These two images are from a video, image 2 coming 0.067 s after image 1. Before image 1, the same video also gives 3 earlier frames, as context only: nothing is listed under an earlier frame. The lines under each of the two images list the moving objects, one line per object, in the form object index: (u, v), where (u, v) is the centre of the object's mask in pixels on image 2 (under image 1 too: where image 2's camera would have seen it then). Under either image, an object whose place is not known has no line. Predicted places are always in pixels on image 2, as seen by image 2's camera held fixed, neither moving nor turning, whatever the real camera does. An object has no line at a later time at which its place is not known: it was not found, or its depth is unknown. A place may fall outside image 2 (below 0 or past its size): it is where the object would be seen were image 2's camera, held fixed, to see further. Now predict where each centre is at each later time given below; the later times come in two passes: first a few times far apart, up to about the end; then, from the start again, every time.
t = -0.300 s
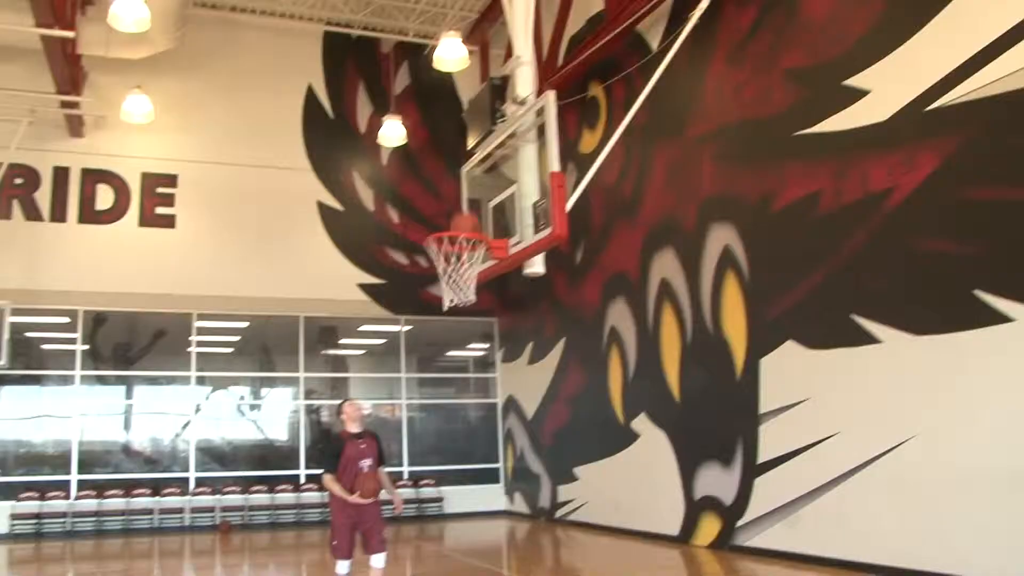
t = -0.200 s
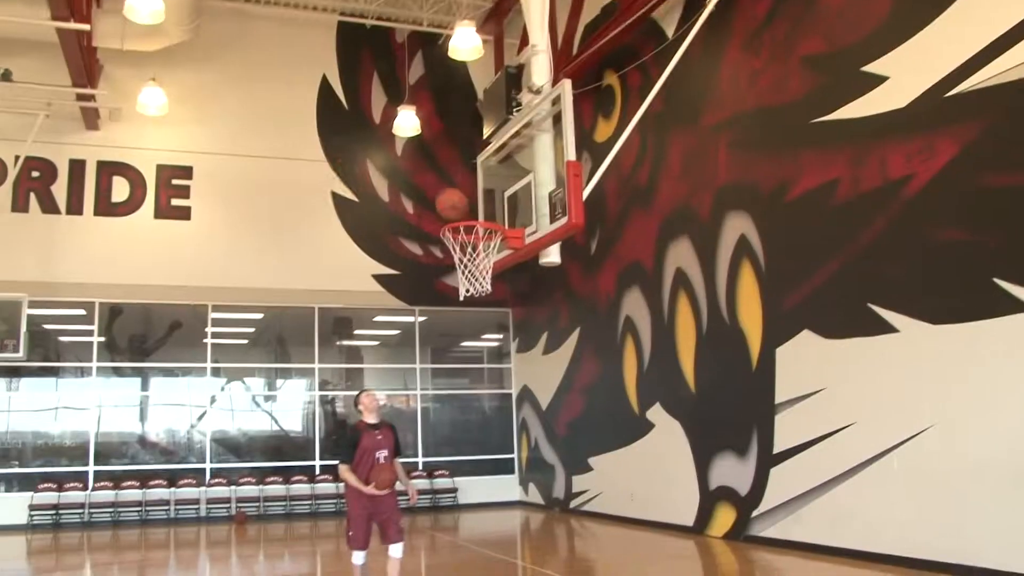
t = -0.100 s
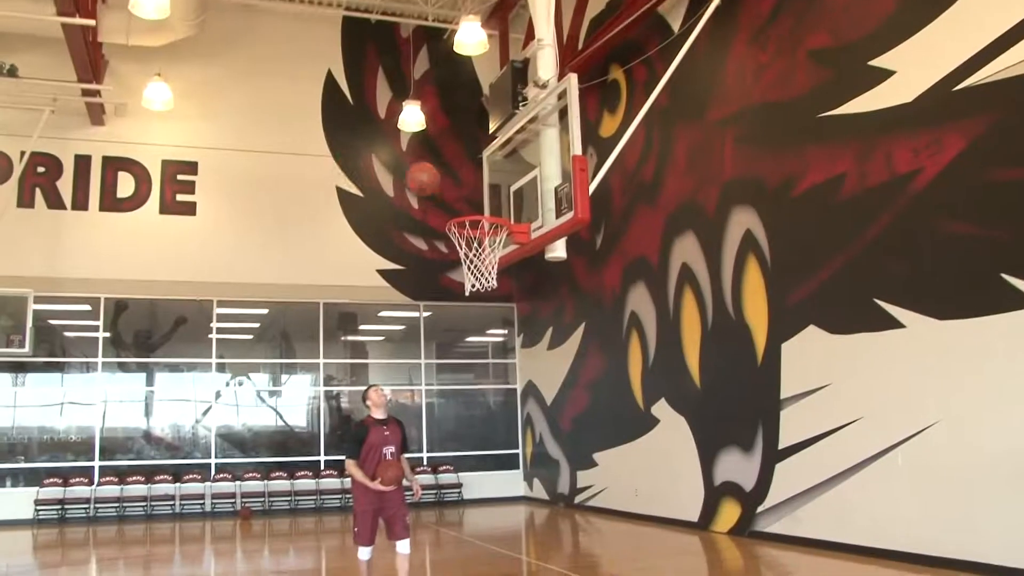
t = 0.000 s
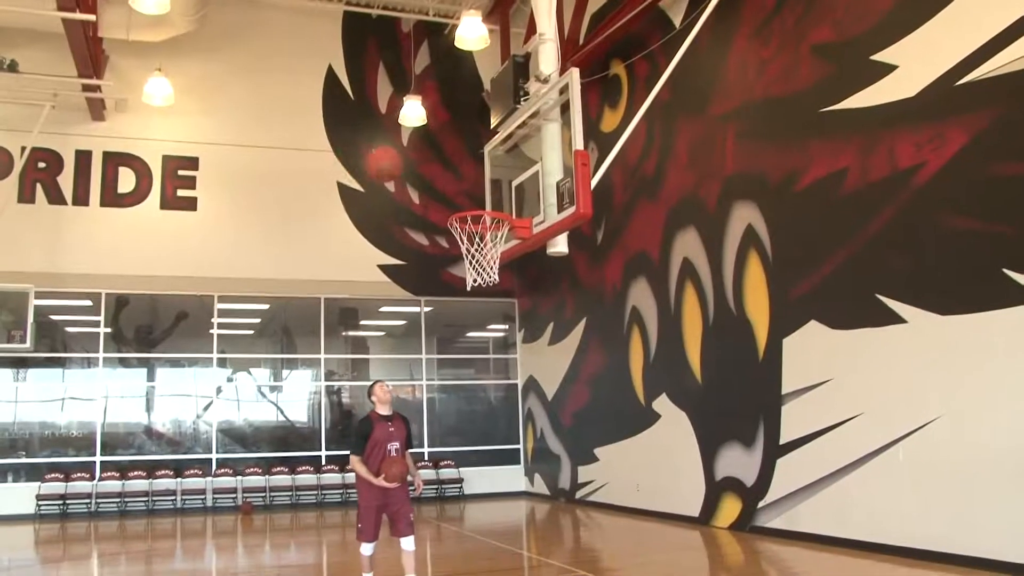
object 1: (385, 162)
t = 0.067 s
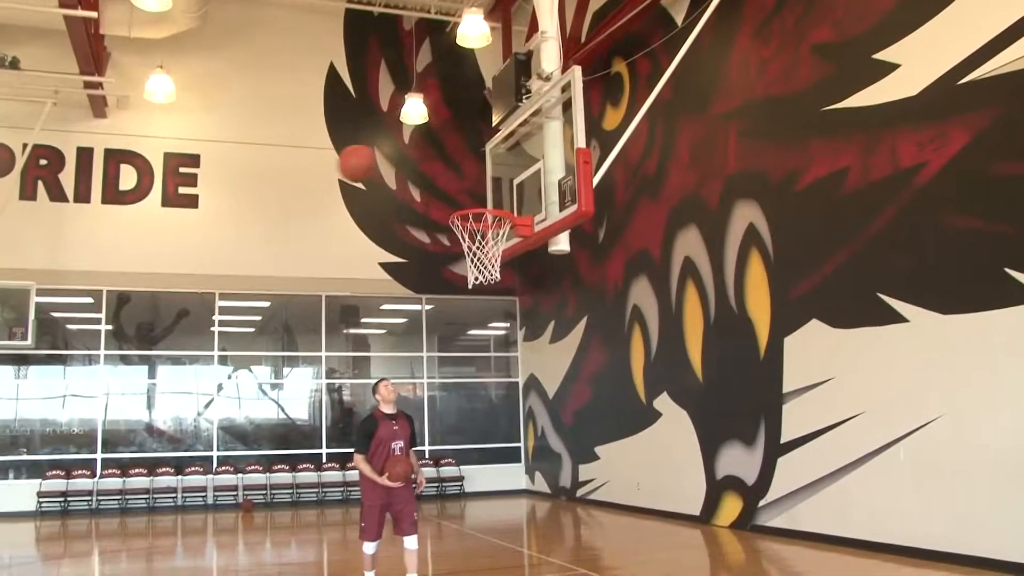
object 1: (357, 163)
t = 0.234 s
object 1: (269, 200)
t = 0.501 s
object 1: (49, 423)
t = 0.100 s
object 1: (341, 166)
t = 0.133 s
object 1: (324, 172)
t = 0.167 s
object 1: (307, 180)
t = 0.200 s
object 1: (288, 189)
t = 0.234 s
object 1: (269, 200)
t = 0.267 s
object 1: (248, 215)
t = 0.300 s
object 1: (226, 233)
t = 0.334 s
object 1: (203, 254)
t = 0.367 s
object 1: (178, 277)
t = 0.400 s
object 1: (148, 309)
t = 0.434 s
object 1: (121, 337)
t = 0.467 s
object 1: (87, 376)
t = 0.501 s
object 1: (49, 423)
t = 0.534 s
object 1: (13, 465)
